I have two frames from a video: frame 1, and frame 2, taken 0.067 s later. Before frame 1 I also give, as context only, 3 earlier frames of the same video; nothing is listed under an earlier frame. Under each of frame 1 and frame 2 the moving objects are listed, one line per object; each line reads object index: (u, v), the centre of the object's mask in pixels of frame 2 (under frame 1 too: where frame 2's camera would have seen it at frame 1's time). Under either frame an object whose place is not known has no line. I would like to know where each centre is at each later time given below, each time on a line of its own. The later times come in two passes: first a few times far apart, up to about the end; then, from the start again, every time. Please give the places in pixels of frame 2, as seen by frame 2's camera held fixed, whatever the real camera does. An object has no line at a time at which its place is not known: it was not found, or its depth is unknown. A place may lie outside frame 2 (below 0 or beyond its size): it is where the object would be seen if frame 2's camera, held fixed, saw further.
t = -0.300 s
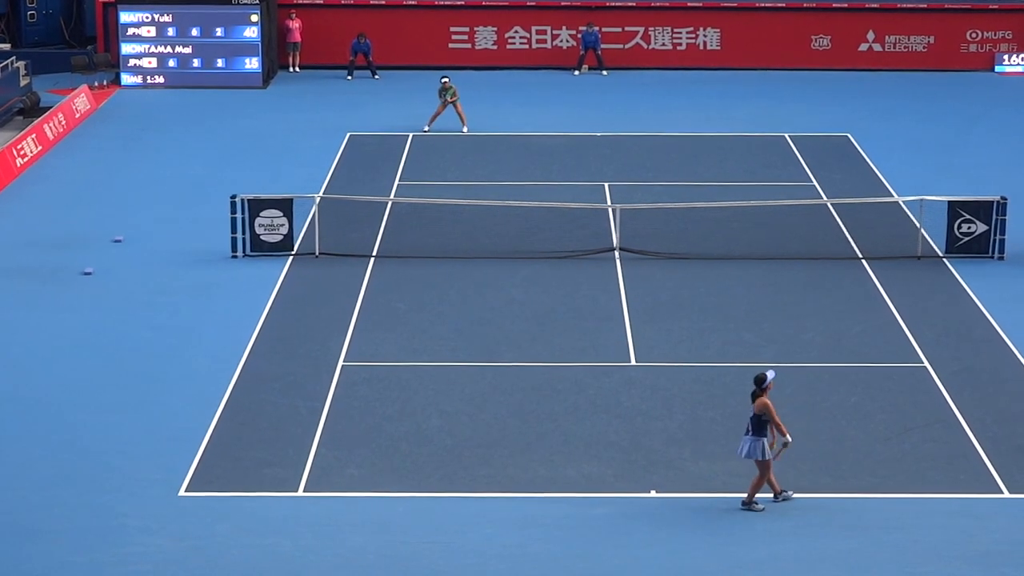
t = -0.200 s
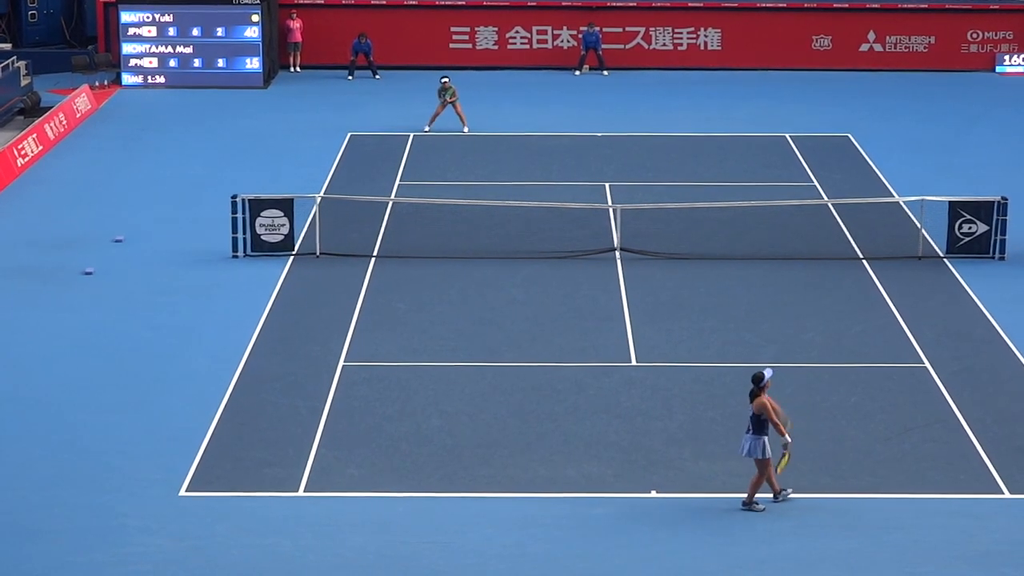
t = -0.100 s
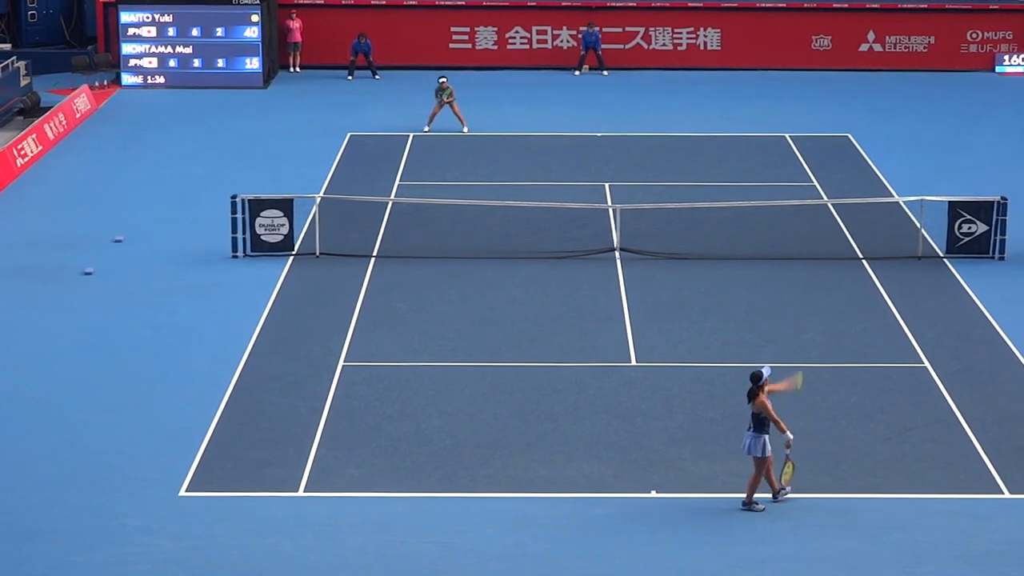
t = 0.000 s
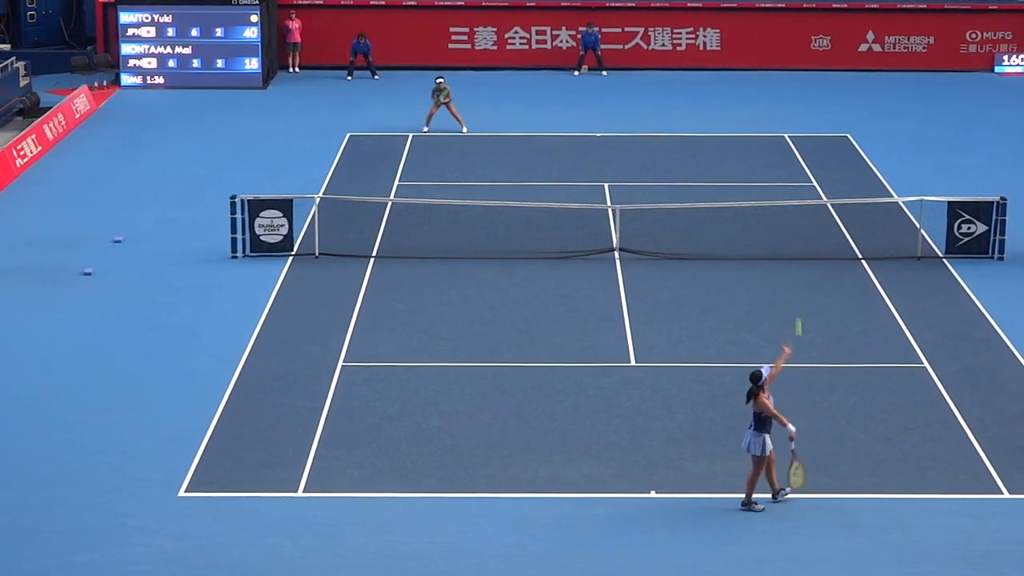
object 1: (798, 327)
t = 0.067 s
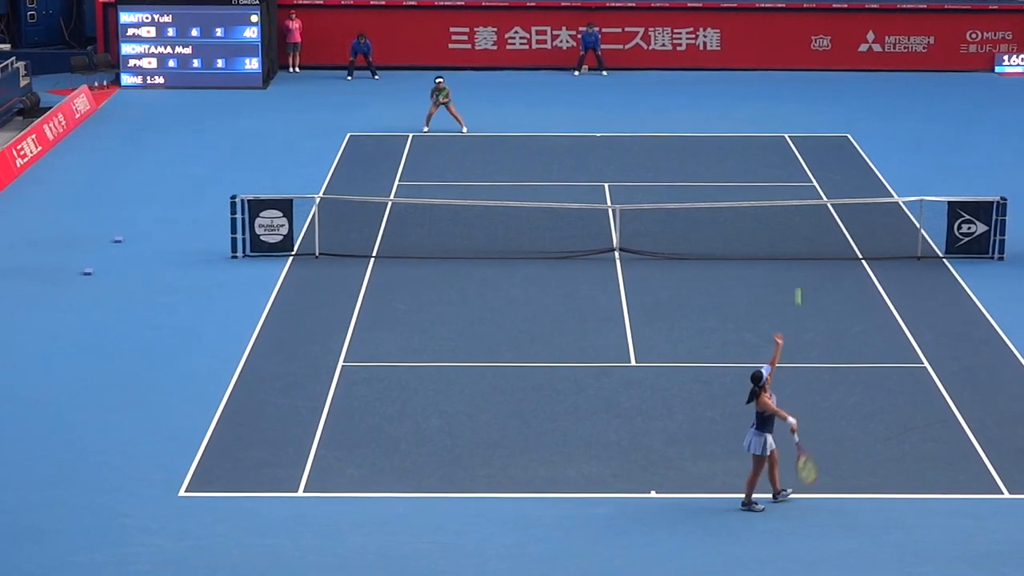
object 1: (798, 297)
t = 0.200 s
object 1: (796, 246)
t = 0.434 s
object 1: (792, 192)
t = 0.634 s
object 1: (787, 183)
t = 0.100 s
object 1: (797, 283)
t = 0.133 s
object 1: (797, 269)
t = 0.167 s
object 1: (796, 256)
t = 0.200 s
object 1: (796, 246)
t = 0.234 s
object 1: (796, 235)
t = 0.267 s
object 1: (795, 225)
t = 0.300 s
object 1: (794, 217)
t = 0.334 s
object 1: (794, 210)
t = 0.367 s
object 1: (793, 202)
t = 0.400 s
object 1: (793, 195)
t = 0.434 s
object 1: (792, 192)
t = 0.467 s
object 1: (791, 188)
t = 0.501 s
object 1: (790, 185)
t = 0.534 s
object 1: (790, 183)
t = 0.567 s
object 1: (789, 182)
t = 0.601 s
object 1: (788, 182)
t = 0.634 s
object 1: (787, 183)
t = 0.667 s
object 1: (786, 185)
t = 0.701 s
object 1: (785, 188)
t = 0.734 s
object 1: (784, 191)
